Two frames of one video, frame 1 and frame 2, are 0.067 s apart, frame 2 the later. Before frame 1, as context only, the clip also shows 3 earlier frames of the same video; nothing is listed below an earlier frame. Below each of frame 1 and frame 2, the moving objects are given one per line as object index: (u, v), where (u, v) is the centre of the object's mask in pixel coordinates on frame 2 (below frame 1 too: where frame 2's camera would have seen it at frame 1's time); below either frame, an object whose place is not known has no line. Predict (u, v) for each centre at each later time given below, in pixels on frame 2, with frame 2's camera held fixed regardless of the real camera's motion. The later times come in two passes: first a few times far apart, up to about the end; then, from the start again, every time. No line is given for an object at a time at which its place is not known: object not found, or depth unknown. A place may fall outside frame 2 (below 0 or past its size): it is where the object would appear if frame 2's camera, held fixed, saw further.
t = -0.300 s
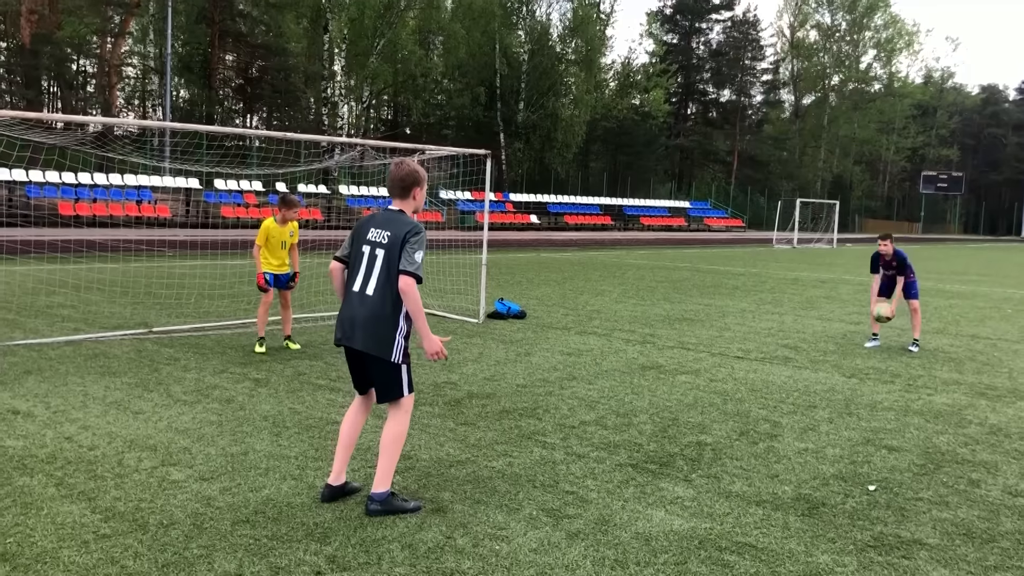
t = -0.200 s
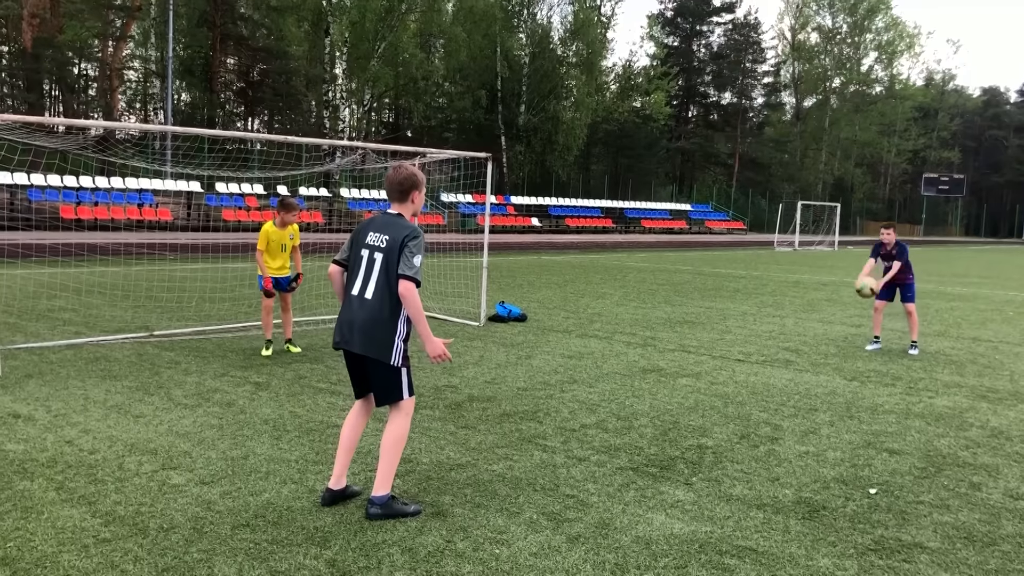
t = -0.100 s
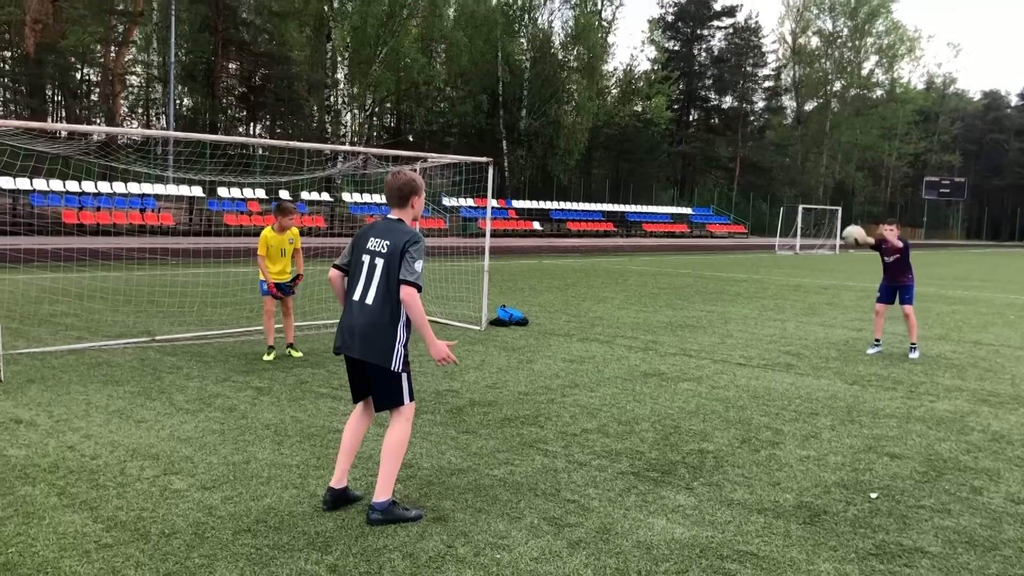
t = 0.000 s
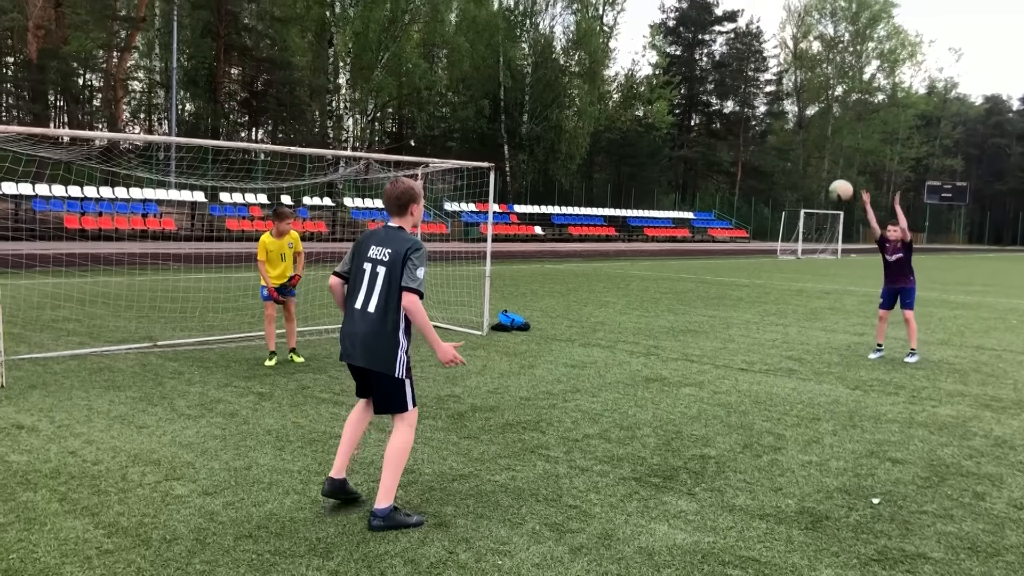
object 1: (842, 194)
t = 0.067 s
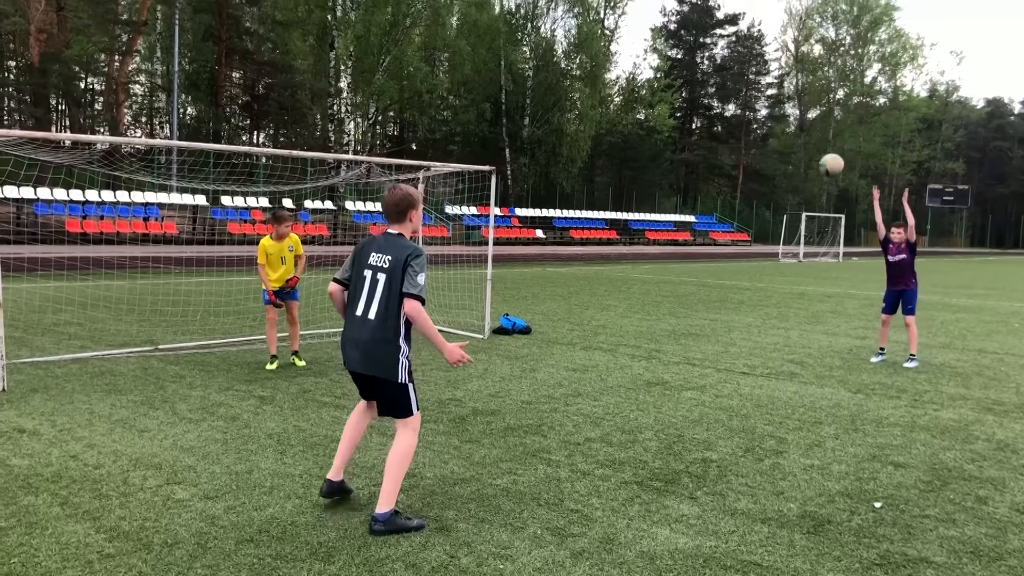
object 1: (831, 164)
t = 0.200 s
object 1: (809, 117)
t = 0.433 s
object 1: (764, 74)
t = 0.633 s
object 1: (716, 84)
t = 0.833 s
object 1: (659, 152)
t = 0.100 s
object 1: (826, 152)
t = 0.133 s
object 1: (820, 139)
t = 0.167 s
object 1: (814, 127)
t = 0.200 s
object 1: (809, 117)
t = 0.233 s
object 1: (803, 108)
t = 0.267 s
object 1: (796, 99)
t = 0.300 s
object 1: (790, 92)
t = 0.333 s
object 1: (784, 86)
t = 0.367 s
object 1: (777, 80)
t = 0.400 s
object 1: (771, 77)
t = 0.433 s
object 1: (764, 74)
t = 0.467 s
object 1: (756, 72)
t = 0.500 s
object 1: (748, 72)
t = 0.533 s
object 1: (741, 73)
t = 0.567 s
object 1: (733, 74)
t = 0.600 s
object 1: (725, 78)
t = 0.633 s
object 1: (716, 84)
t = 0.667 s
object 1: (707, 92)
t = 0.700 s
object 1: (698, 100)
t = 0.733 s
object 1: (689, 110)
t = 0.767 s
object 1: (679, 122)
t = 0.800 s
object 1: (669, 136)
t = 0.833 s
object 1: (659, 152)
